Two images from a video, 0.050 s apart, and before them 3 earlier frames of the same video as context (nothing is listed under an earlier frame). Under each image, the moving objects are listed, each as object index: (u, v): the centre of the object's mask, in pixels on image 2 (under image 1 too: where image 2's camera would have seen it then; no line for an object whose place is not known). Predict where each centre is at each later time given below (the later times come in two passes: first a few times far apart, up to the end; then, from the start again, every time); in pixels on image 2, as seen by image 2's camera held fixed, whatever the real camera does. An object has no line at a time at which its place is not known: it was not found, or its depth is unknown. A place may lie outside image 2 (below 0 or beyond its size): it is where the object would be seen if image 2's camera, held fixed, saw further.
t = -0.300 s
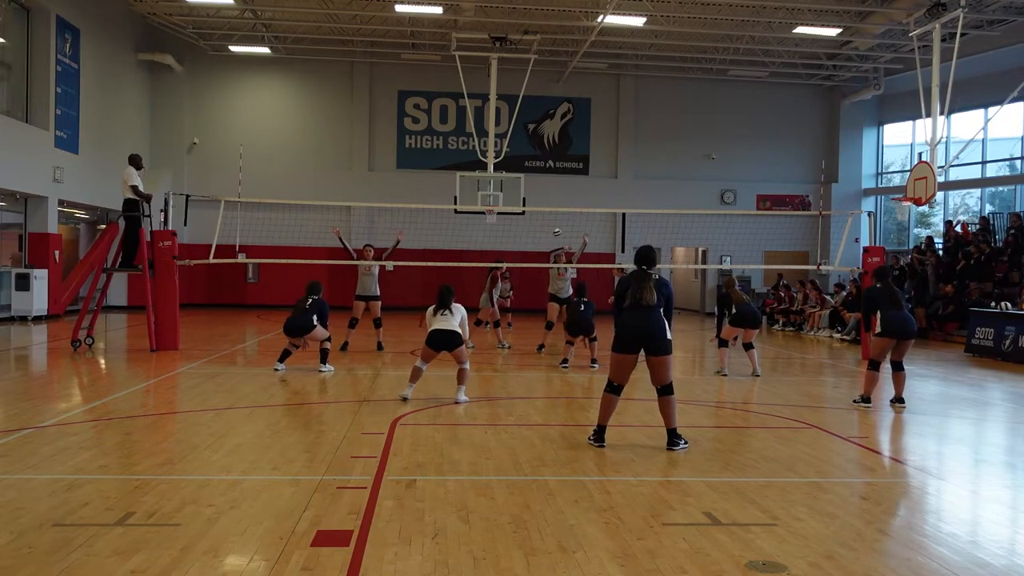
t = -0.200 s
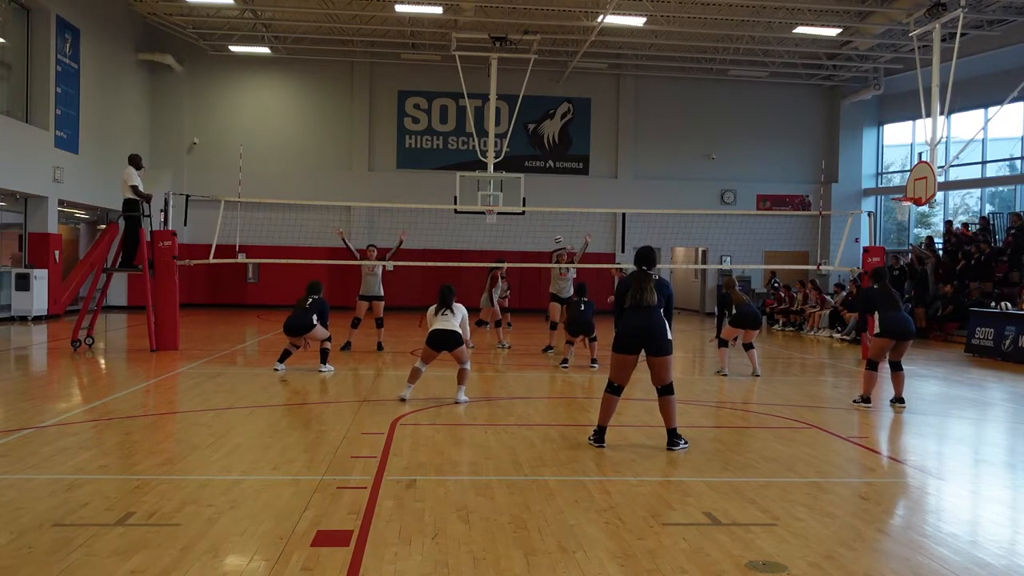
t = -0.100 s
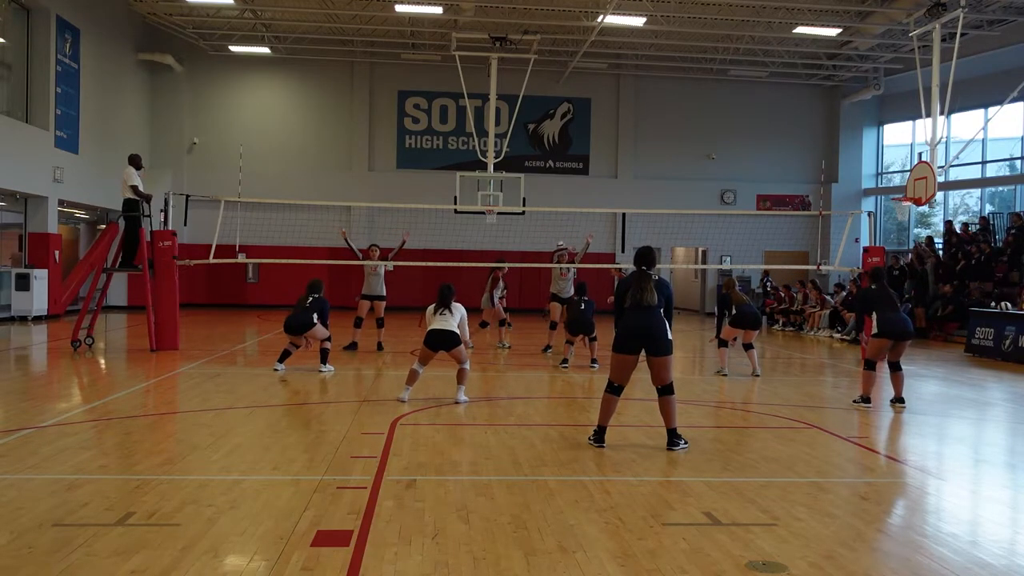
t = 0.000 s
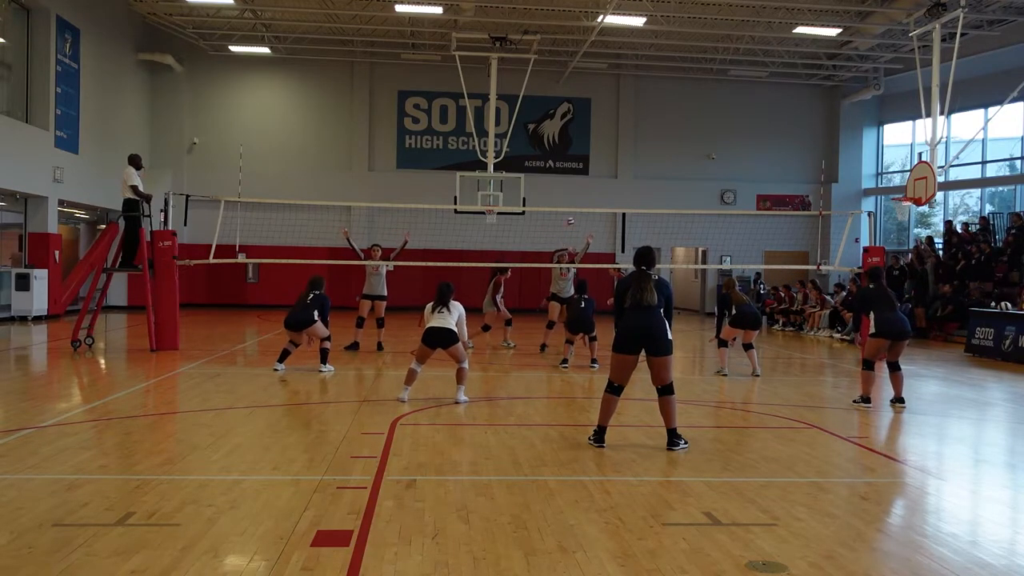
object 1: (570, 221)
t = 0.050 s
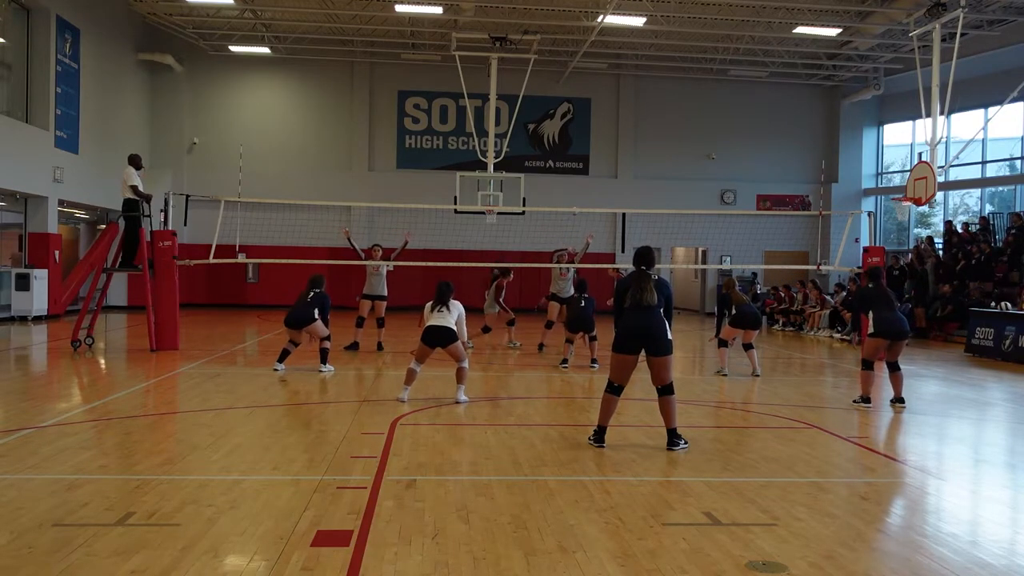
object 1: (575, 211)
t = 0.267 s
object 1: (600, 172)
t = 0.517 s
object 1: (642, 152)
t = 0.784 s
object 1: (701, 175)
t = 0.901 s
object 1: (735, 208)
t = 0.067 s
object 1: (576, 205)
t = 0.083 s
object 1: (578, 204)
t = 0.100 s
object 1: (579, 200)
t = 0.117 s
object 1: (581, 197)
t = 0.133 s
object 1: (583, 193)
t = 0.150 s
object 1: (585, 190)
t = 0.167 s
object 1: (587, 188)
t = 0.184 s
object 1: (589, 185)
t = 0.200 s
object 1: (591, 182)
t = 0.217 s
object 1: (593, 179)
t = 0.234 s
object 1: (596, 176)
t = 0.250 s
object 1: (598, 174)
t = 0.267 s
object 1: (600, 172)
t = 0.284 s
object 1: (602, 170)
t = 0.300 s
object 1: (605, 167)
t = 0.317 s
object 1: (607, 165)
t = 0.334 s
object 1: (610, 163)
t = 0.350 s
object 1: (612, 161)
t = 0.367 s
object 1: (615, 160)
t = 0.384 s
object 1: (618, 159)
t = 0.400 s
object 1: (621, 157)
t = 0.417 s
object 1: (623, 156)
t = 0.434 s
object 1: (626, 154)
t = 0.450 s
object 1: (629, 153)
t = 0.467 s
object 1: (632, 153)
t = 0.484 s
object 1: (635, 152)
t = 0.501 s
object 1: (638, 152)
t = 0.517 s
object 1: (642, 152)
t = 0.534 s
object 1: (645, 151)
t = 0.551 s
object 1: (648, 151)
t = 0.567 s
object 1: (651, 151)
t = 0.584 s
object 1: (654, 152)
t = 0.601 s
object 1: (658, 153)
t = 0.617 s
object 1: (662, 154)
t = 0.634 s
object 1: (665, 155)
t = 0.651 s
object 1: (669, 156)
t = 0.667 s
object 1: (673, 158)
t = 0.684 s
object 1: (677, 159)
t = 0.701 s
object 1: (680, 161)
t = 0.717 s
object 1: (684, 164)
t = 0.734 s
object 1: (689, 166)
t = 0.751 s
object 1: (692, 169)
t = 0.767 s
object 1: (697, 172)
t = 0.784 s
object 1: (701, 175)
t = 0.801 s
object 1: (706, 178)
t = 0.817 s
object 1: (710, 183)
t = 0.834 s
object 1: (715, 187)
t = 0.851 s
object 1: (719, 193)
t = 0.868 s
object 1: (725, 197)
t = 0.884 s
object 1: (730, 202)
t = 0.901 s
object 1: (735, 208)
